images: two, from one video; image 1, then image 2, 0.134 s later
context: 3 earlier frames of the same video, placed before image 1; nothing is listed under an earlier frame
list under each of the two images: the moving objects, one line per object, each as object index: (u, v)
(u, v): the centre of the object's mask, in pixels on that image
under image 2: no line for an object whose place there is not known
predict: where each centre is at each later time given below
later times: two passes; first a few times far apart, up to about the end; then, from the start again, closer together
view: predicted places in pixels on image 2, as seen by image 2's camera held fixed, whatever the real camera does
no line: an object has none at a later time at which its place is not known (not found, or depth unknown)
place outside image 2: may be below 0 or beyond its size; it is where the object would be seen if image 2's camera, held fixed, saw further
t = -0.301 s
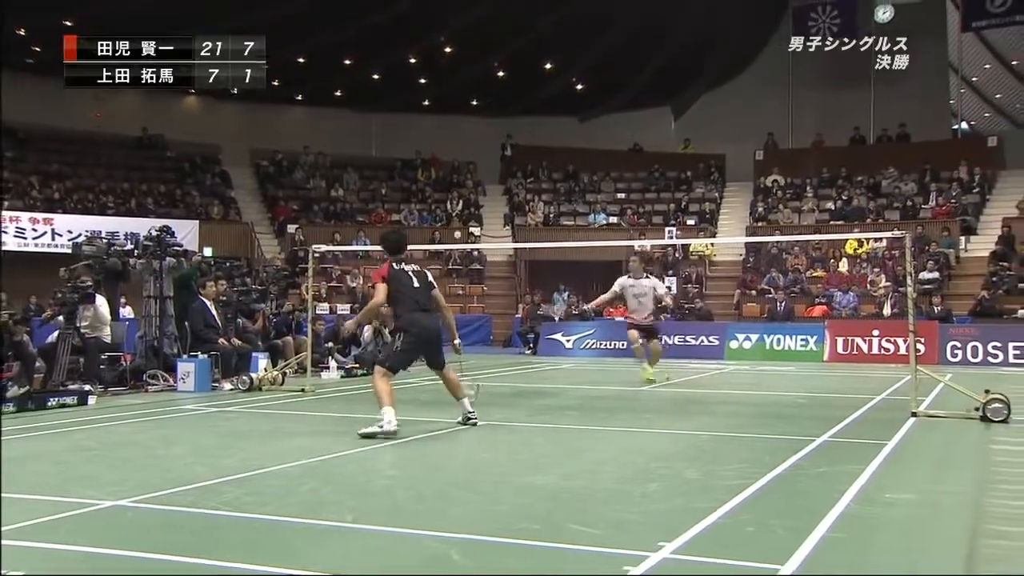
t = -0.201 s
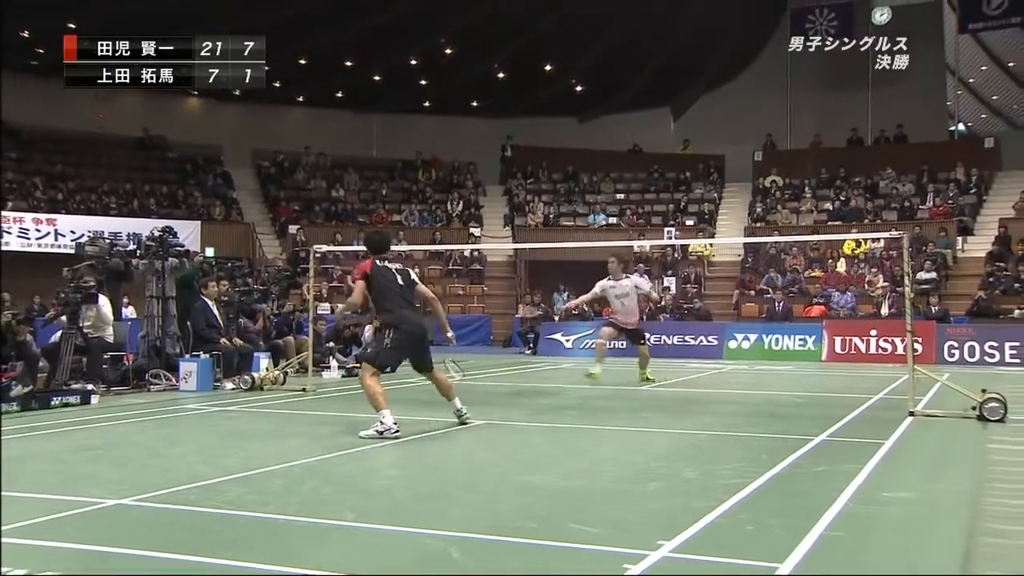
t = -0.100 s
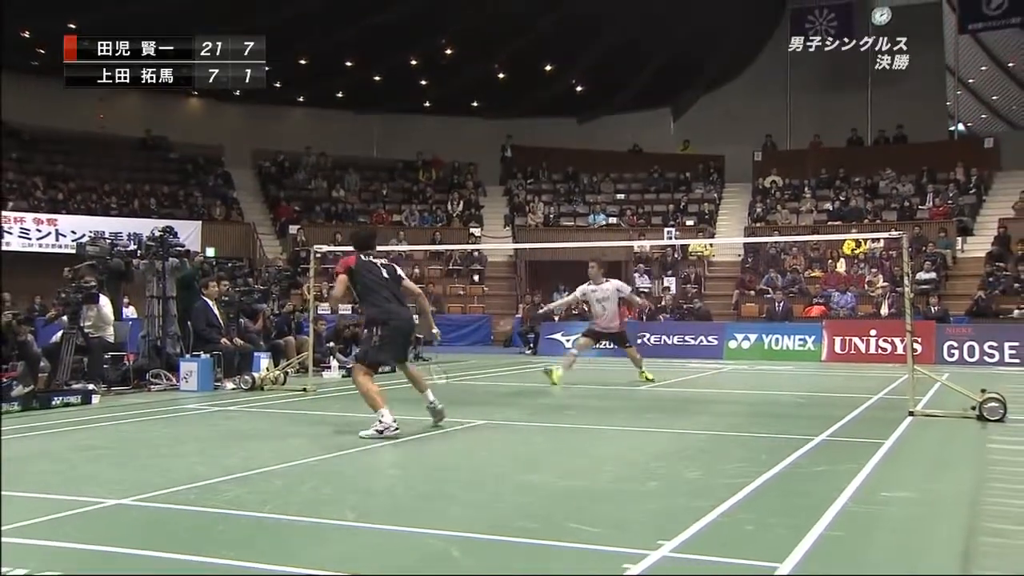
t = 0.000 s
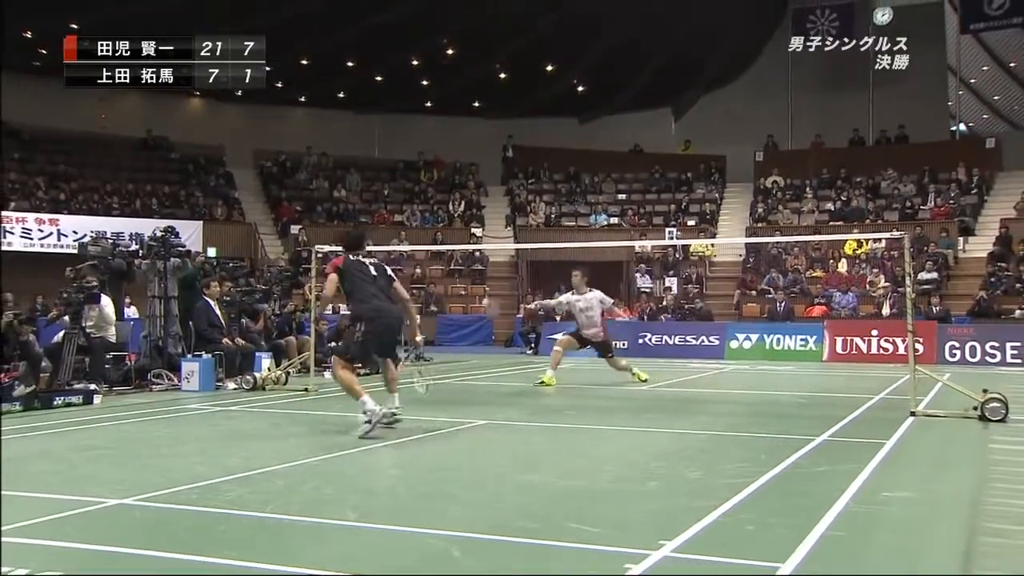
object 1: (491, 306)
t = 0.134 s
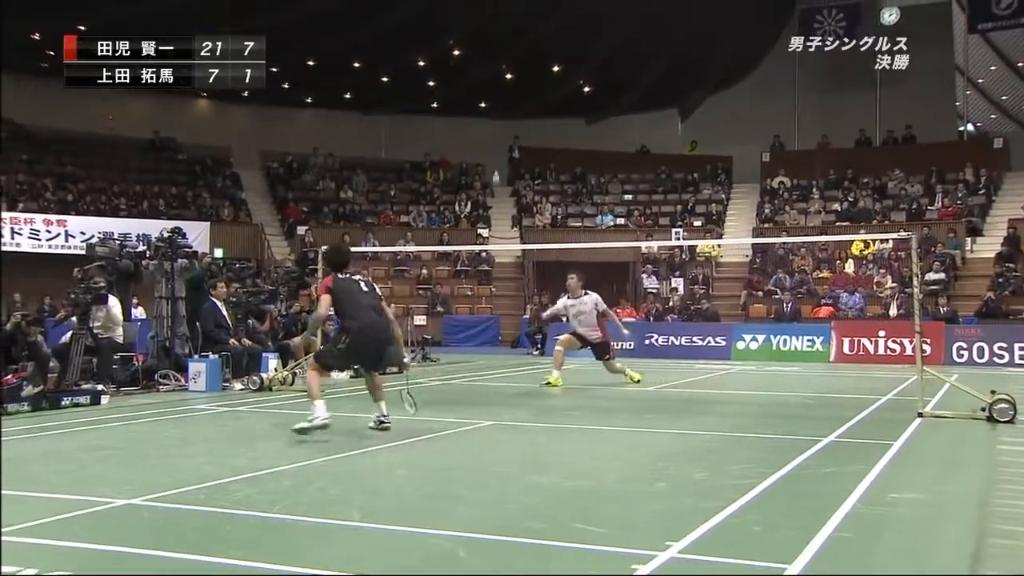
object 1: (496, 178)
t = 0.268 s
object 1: (502, 89)
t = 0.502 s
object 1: (508, -10)
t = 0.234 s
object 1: (501, 109)
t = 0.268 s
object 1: (502, 89)
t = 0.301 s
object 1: (502, 69)
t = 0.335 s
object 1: (503, 52)
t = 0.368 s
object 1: (504, 37)
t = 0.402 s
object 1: (505, 22)
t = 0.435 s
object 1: (505, 9)
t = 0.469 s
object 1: (506, -1)
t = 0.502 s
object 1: (508, -10)
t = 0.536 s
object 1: (508, -17)
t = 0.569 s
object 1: (509, -22)
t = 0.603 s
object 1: (510, -24)
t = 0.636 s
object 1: (511, -23)
